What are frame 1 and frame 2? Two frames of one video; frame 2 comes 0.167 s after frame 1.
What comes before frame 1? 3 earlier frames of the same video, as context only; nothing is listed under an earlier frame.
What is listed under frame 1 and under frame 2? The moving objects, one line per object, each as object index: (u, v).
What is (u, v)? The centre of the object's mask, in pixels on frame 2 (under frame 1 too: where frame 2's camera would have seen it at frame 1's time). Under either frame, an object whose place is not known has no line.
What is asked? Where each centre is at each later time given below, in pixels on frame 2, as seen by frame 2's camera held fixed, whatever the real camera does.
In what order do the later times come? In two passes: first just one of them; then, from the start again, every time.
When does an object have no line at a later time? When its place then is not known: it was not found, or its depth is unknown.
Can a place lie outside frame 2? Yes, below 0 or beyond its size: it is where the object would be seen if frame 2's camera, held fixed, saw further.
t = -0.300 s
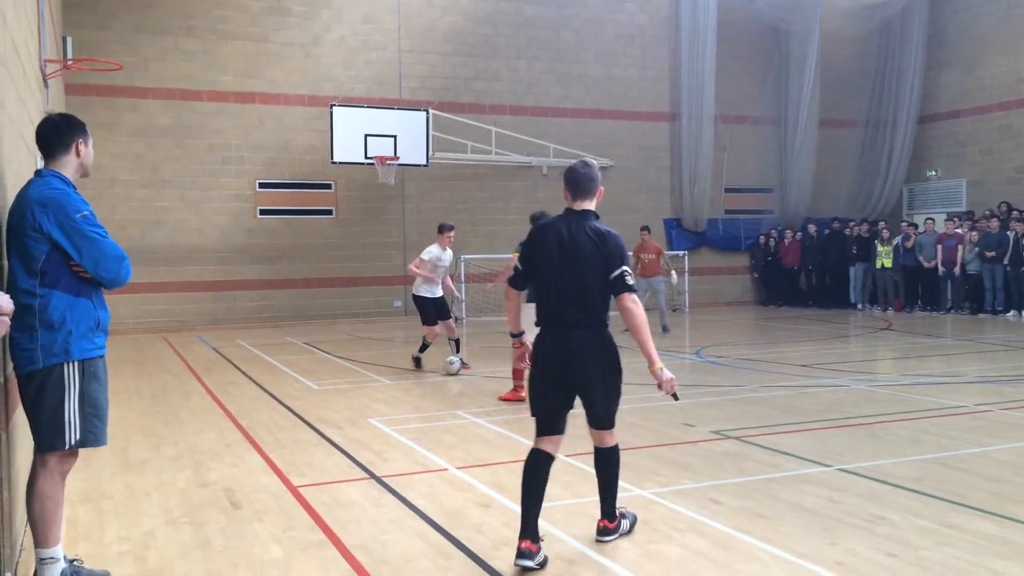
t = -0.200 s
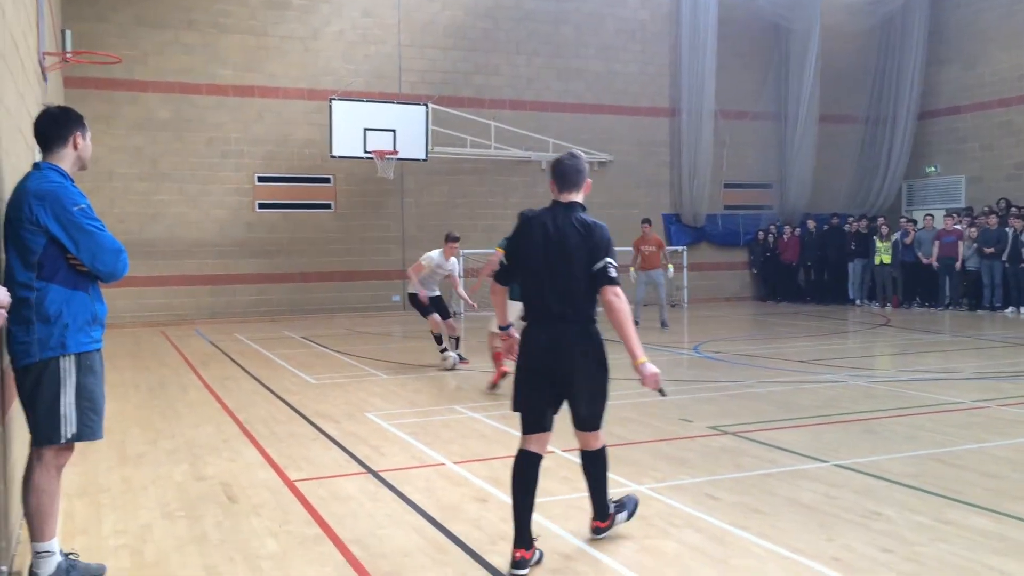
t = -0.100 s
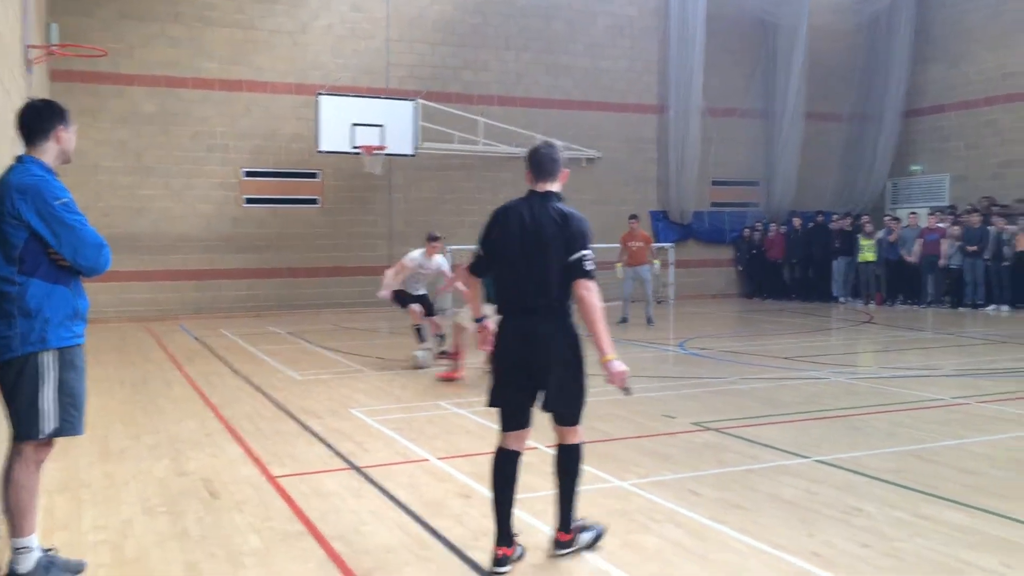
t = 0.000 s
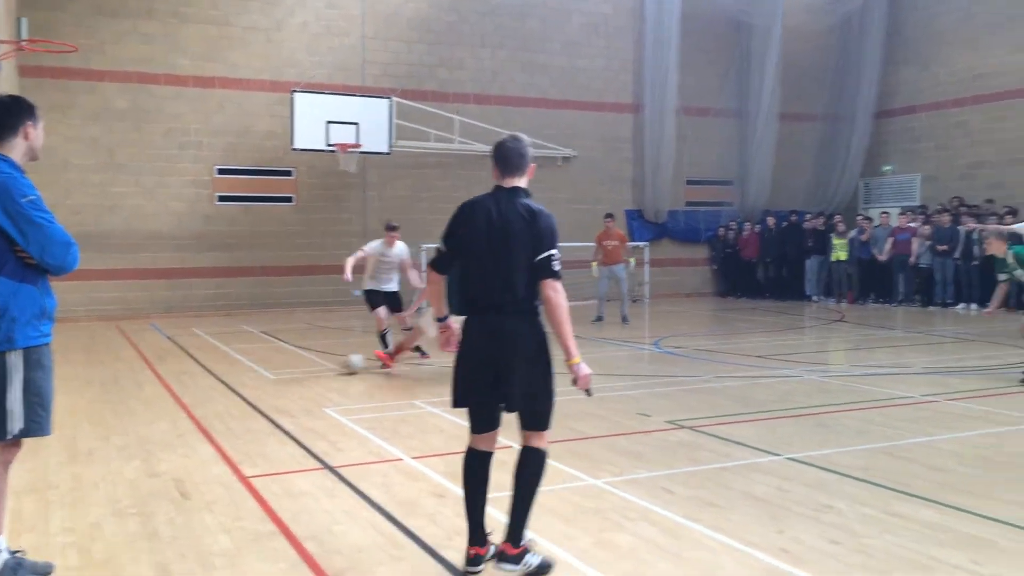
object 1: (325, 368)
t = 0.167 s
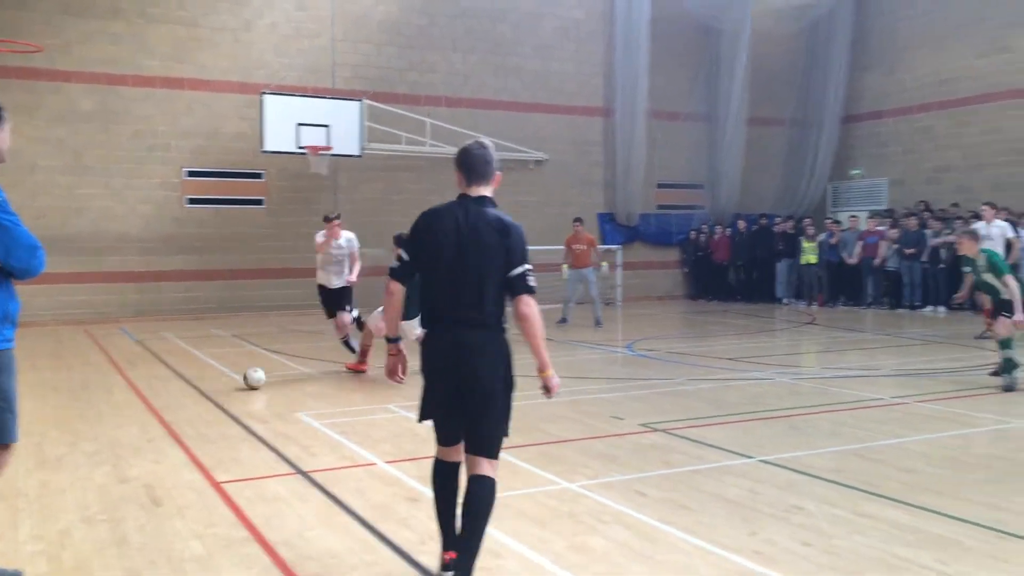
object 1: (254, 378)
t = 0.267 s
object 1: (212, 385)
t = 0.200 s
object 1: (240, 380)
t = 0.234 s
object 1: (226, 382)
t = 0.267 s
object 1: (212, 385)
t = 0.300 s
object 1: (198, 386)
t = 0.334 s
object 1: (183, 389)
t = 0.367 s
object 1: (168, 391)
